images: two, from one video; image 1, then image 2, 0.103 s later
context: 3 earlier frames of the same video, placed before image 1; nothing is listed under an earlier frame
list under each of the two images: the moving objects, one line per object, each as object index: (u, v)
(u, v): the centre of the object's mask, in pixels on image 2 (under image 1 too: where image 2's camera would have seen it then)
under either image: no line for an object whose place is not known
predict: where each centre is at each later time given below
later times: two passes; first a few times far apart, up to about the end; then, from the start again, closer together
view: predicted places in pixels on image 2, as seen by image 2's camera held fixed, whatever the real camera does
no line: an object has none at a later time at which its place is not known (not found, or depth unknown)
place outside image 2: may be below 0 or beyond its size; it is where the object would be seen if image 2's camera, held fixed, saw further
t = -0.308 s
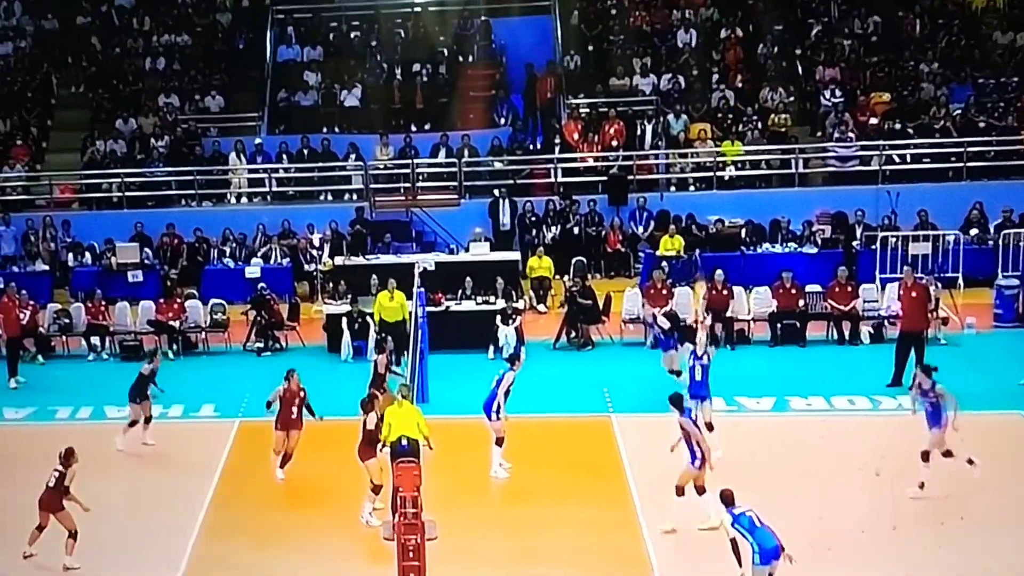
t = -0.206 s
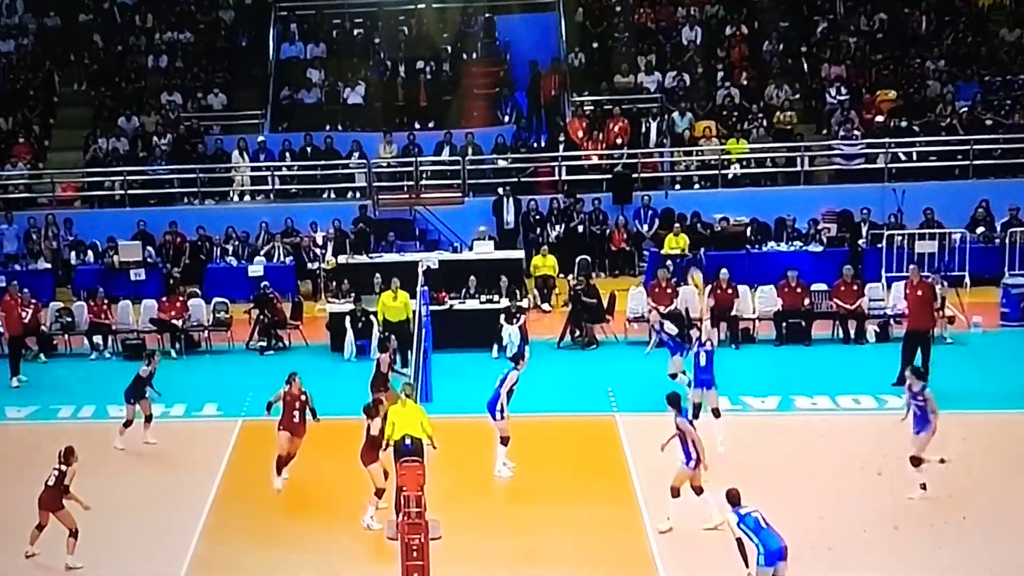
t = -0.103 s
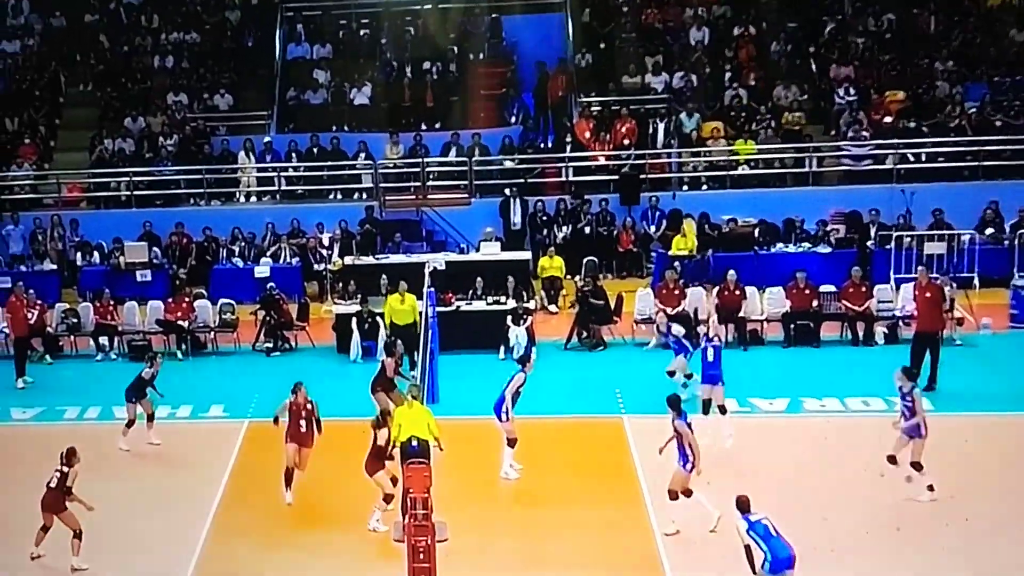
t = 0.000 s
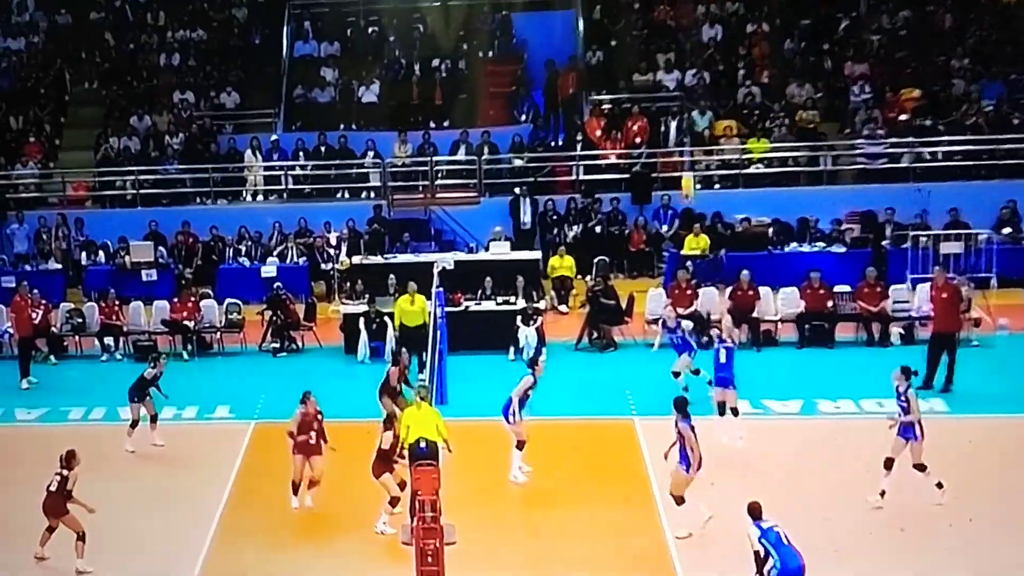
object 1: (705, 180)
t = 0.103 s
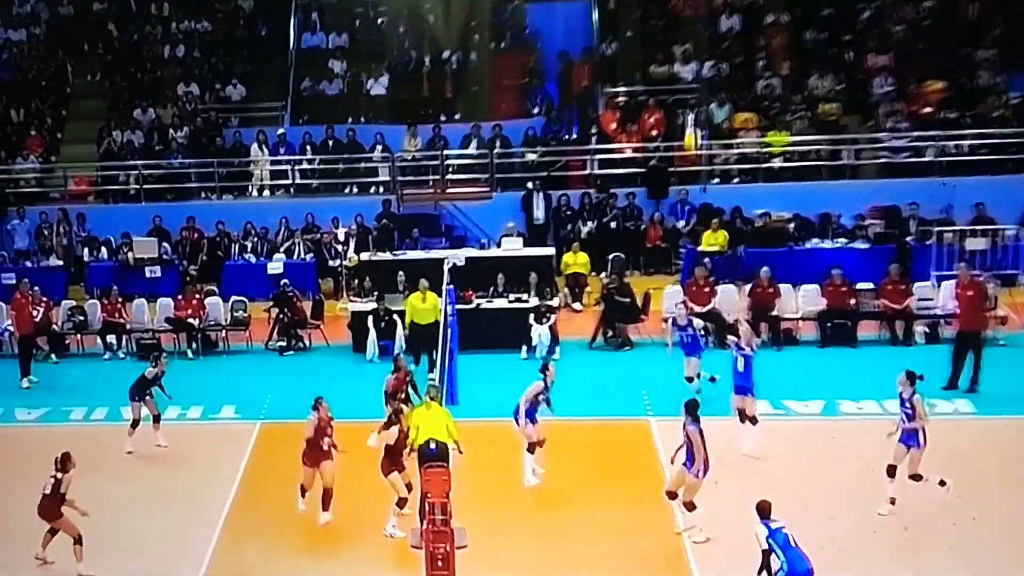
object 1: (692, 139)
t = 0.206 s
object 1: (679, 110)
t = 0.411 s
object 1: (645, 67)
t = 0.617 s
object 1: (615, 65)
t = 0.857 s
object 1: (577, 108)
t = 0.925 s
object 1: (567, 128)
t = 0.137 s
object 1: (689, 129)
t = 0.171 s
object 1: (685, 123)
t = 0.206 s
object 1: (679, 110)
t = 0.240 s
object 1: (675, 103)
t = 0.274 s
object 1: (670, 92)
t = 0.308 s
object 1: (664, 86)
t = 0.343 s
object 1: (660, 81)
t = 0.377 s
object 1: (649, 69)
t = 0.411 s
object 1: (645, 67)
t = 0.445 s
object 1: (640, 64)
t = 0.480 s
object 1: (635, 62)
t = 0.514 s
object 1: (631, 62)
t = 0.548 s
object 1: (625, 62)
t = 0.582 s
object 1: (619, 63)
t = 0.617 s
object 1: (615, 65)
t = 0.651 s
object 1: (609, 68)
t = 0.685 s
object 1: (603, 72)
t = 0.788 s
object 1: (588, 90)
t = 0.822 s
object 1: (583, 98)
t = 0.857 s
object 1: (577, 108)
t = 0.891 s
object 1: (571, 117)
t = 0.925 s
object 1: (567, 128)
